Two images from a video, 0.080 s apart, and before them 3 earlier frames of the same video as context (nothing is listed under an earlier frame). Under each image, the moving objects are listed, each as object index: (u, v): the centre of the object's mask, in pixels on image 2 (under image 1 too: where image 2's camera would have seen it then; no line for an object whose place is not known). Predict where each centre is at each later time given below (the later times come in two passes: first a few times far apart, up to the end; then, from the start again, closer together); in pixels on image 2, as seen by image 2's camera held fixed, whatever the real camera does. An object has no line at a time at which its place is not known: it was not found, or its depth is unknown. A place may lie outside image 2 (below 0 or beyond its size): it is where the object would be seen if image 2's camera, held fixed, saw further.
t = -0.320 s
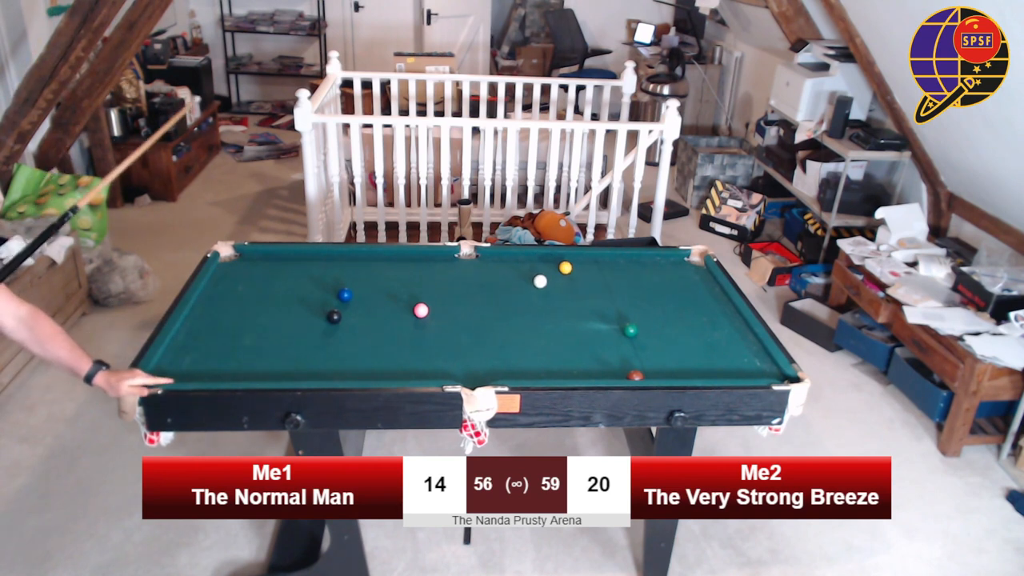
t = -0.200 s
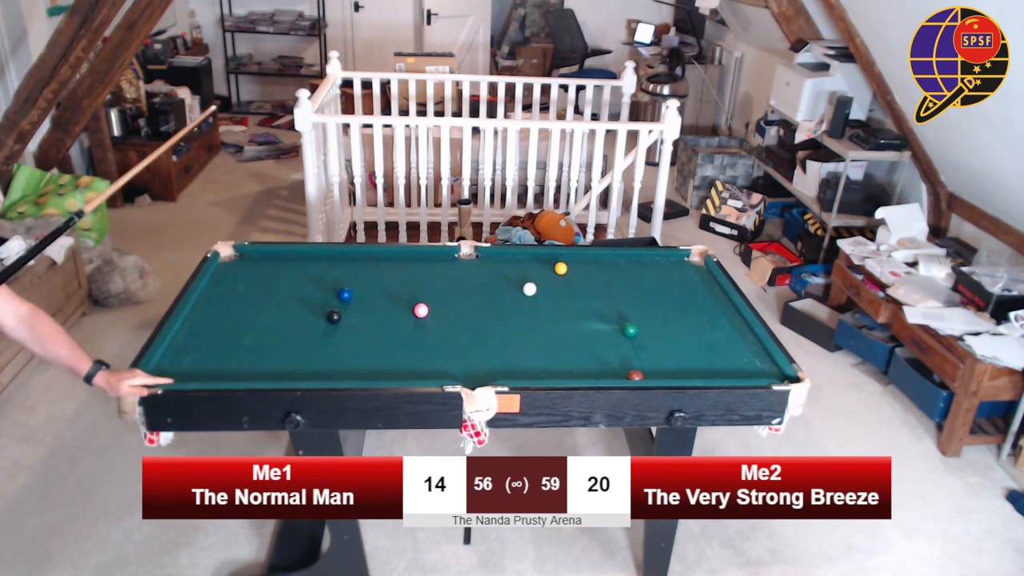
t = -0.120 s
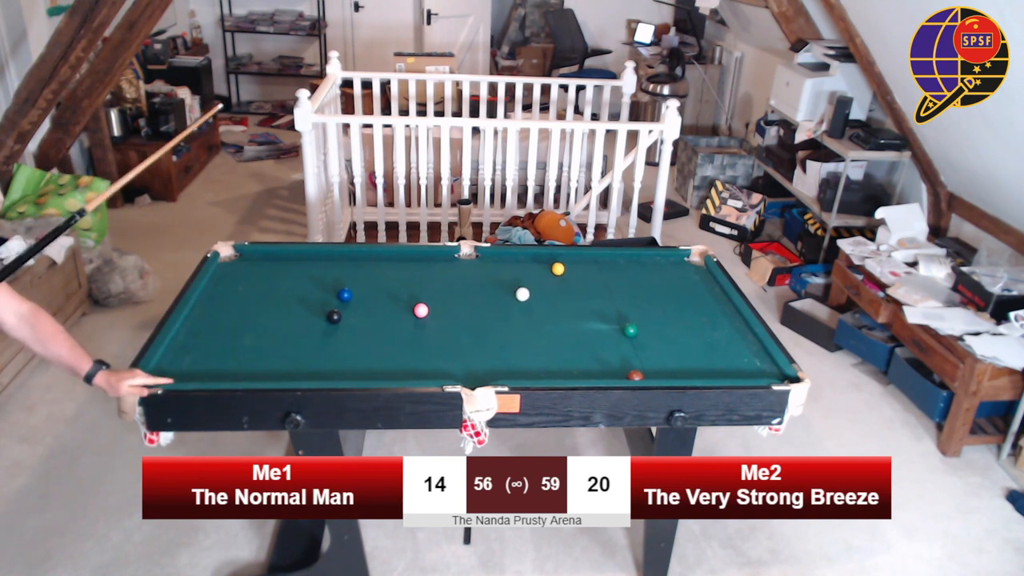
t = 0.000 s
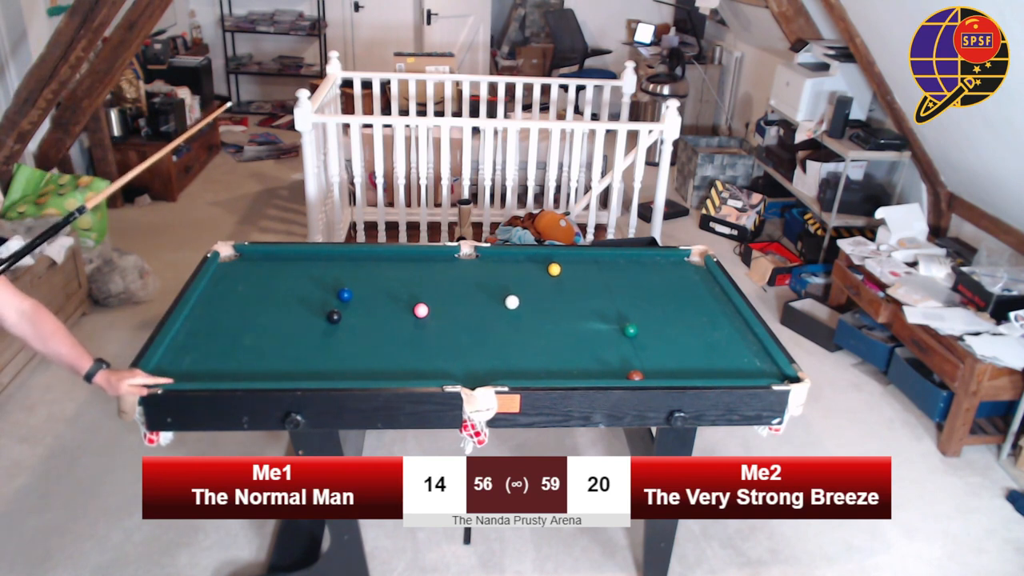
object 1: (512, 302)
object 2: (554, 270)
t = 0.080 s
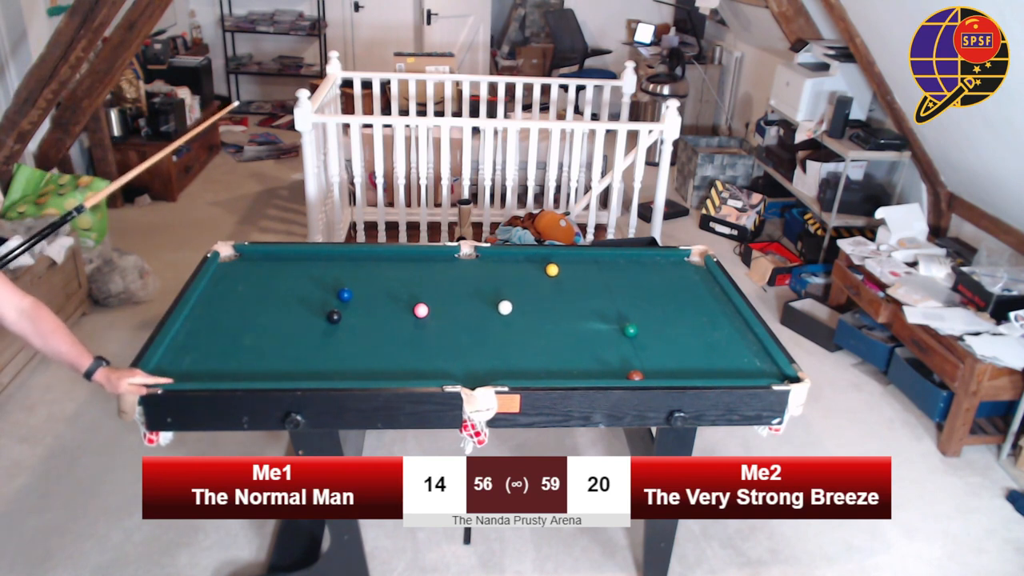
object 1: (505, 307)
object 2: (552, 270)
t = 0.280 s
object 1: (487, 321)
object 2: (547, 271)
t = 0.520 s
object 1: (470, 336)
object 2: (544, 272)
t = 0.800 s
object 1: (444, 356)
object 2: (542, 273)
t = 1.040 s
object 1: (421, 373)
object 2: (542, 273)
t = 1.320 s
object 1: (402, 372)
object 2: (542, 273)
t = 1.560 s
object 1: (391, 368)
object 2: (542, 274)
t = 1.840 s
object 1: (378, 363)
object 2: (542, 274)
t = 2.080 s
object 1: (368, 360)
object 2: (542, 274)
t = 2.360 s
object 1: (359, 357)
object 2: (542, 274)
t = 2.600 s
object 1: (354, 356)
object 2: (542, 274)
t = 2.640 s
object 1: (353, 355)
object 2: (542, 274)
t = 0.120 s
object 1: (501, 310)
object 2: (551, 270)
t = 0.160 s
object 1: (498, 313)
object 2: (550, 270)
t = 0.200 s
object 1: (494, 316)
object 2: (549, 270)
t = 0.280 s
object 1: (487, 321)
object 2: (547, 271)
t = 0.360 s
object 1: (480, 327)
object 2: (546, 271)
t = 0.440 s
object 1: (477, 330)
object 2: (545, 271)
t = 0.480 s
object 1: (473, 333)
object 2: (545, 272)
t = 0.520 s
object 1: (470, 336)
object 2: (544, 272)
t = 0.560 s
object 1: (466, 339)
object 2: (544, 272)
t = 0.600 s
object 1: (463, 342)
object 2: (543, 272)
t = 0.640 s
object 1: (459, 344)
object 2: (543, 272)
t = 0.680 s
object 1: (456, 347)
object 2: (543, 272)
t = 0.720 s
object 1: (452, 350)
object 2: (542, 272)
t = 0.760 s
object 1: (448, 353)
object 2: (542, 273)
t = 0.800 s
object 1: (444, 356)
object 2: (542, 273)
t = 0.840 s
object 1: (441, 359)
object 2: (542, 273)
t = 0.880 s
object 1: (437, 362)
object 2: (542, 273)
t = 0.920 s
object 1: (433, 365)
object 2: (542, 273)
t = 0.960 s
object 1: (429, 368)
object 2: (542, 273)
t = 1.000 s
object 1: (425, 371)
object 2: (542, 273)
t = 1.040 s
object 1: (421, 373)
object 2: (542, 273)
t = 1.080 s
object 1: (418, 375)
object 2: (542, 273)
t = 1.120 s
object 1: (414, 376)
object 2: (542, 273)
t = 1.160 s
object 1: (412, 375)
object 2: (542, 273)
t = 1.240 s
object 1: (407, 374)
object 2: (542, 273)
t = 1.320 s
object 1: (402, 372)
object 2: (542, 273)
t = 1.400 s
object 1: (400, 372)
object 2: (542, 274)
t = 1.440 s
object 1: (398, 371)
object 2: (542, 273)
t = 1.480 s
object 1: (396, 370)
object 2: (542, 273)
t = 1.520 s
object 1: (393, 369)
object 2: (542, 274)
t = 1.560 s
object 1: (391, 368)
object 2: (542, 274)
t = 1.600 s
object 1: (389, 368)
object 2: (542, 273)
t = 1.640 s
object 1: (387, 367)
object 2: (542, 273)
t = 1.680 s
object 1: (385, 366)
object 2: (542, 273)
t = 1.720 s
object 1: (383, 365)
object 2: (542, 273)
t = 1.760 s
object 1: (381, 365)
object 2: (542, 274)
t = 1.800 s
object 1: (380, 364)
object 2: (542, 274)
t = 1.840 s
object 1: (378, 363)
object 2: (542, 274)
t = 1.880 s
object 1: (376, 363)
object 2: (542, 274)
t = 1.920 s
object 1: (374, 362)
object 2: (542, 273)
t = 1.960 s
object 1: (373, 362)
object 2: (542, 274)
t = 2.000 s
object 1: (371, 361)
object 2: (542, 274)
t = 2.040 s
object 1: (370, 360)
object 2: (542, 274)
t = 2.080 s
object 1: (368, 360)
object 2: (542, 274)
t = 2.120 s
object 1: (367, 360)
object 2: (542, 274)
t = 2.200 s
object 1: (364, 359)
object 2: (542, 274)
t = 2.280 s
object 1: (362, 358)
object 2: (542, 274)
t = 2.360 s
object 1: (359, 357)
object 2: (542, 274)
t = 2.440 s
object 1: (358, 357)
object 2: (542, 274)
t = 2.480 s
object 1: (357, 356)
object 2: (542, 274)
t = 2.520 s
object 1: (356, 356)
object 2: (542, 274)
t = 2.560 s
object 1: (355, 356)
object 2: (542, 274)
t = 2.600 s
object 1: (354, 356)
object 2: (542, 274)
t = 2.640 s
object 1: (353, 355)
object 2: (542, 274)
